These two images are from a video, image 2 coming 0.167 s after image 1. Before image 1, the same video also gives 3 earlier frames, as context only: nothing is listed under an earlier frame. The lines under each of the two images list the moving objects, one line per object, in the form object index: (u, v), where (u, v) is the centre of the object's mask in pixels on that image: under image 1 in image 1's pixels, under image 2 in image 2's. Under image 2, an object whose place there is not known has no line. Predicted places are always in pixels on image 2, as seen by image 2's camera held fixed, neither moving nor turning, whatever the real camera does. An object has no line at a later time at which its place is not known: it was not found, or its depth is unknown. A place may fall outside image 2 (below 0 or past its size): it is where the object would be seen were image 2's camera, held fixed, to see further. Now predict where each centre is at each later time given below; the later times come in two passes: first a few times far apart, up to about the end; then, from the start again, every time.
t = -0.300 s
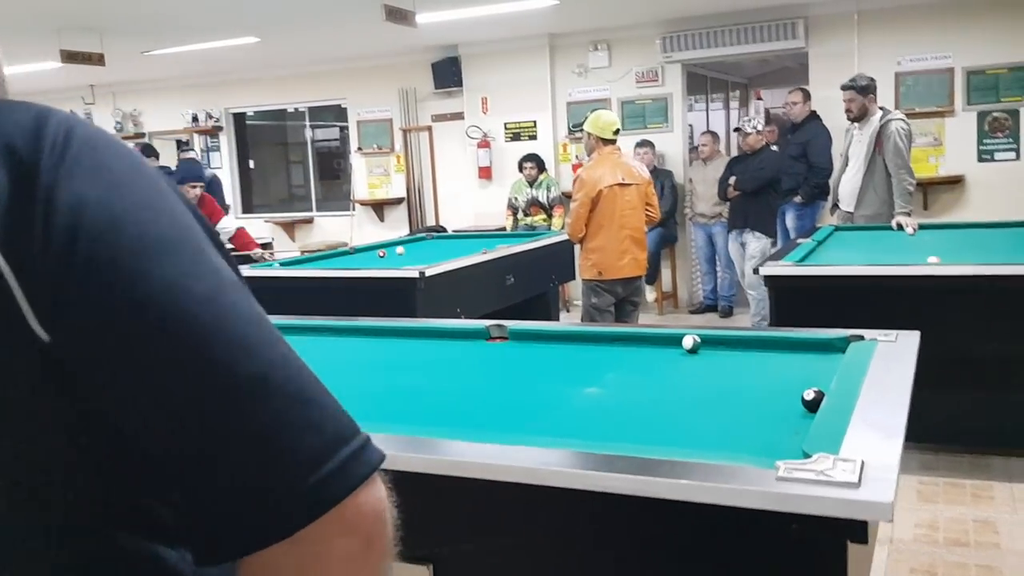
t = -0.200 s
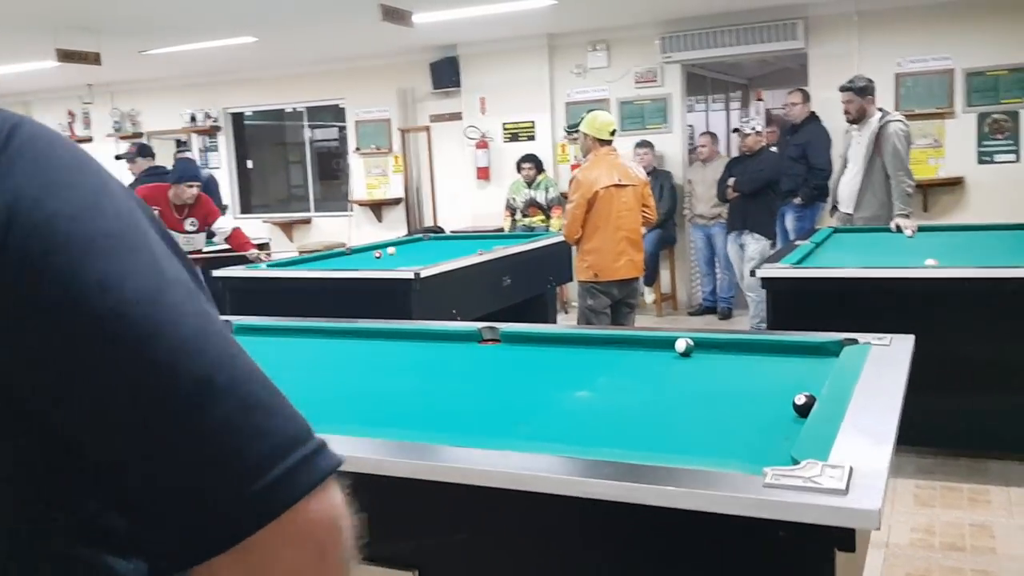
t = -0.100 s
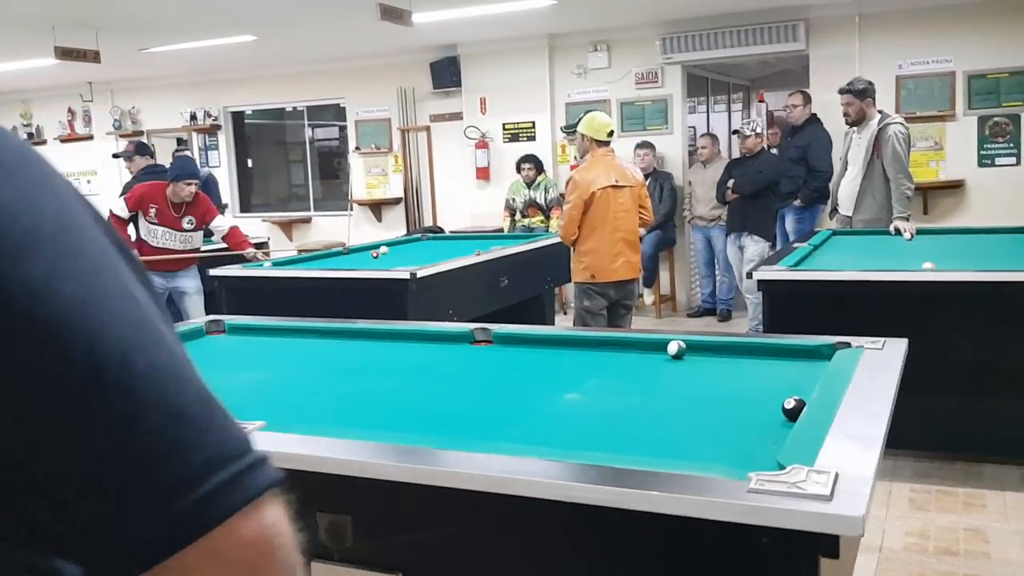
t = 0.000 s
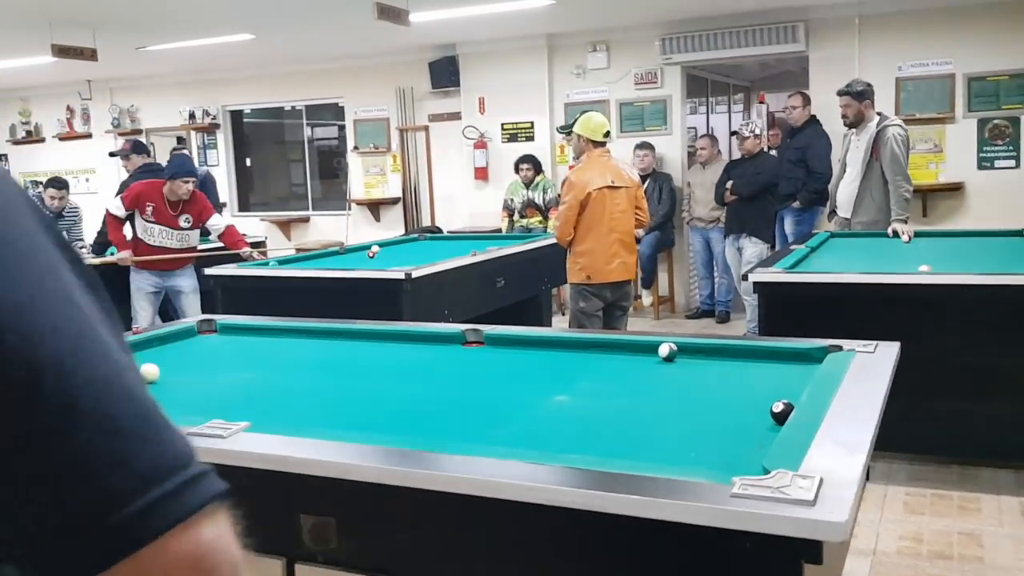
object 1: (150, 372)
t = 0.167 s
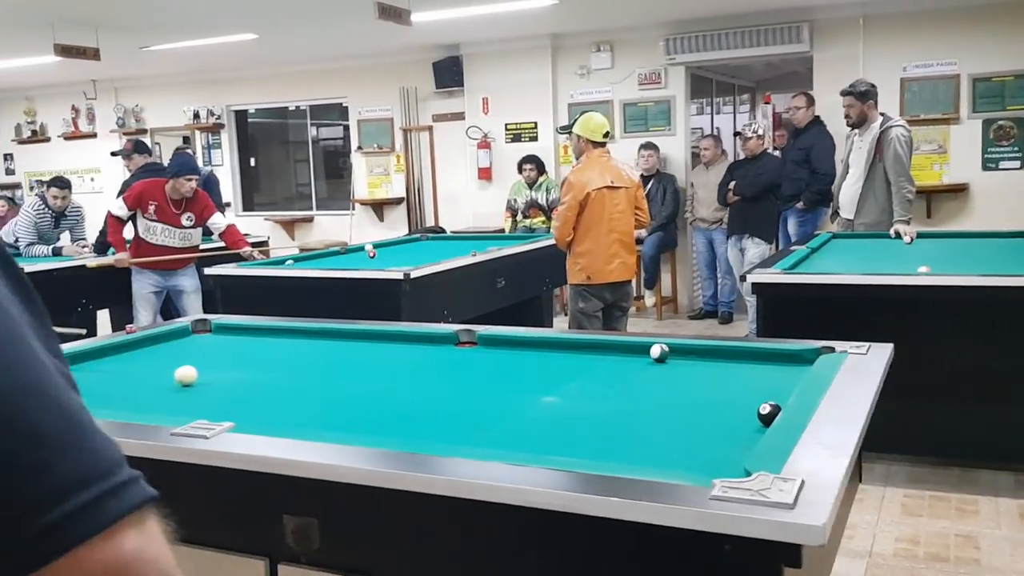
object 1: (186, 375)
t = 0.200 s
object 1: (196, 376)
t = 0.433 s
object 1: (265, 381)
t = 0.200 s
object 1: (196, 376)
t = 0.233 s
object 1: (205, 377)
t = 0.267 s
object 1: (215, 377)
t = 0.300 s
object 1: (225, 378)
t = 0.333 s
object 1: (235, 379)
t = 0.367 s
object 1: (245, 380)
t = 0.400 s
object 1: (255, 380)
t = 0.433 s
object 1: (265, 381)
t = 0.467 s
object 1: (274, 382)
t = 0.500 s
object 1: (285, 383)
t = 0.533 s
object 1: (295, 383)
